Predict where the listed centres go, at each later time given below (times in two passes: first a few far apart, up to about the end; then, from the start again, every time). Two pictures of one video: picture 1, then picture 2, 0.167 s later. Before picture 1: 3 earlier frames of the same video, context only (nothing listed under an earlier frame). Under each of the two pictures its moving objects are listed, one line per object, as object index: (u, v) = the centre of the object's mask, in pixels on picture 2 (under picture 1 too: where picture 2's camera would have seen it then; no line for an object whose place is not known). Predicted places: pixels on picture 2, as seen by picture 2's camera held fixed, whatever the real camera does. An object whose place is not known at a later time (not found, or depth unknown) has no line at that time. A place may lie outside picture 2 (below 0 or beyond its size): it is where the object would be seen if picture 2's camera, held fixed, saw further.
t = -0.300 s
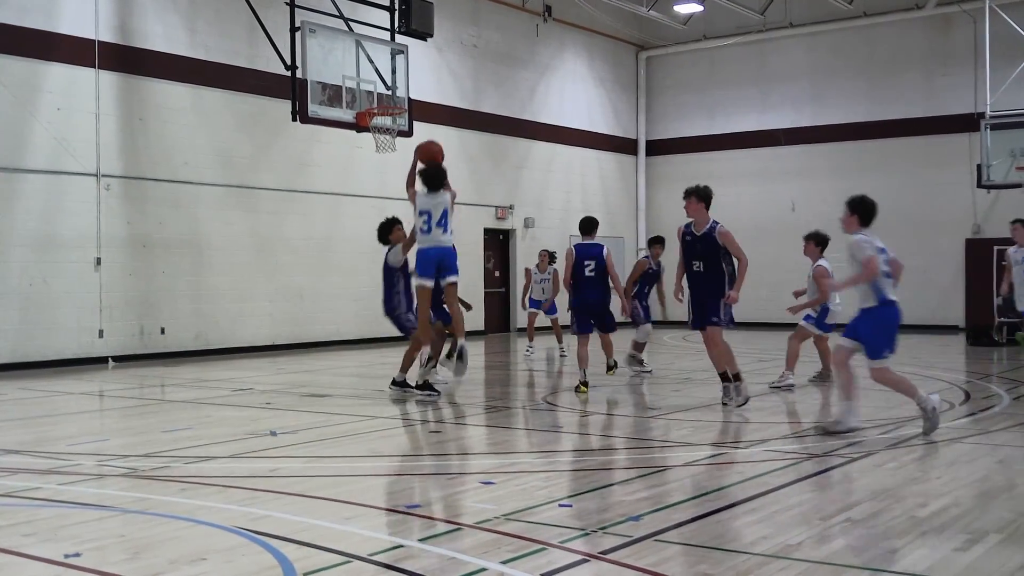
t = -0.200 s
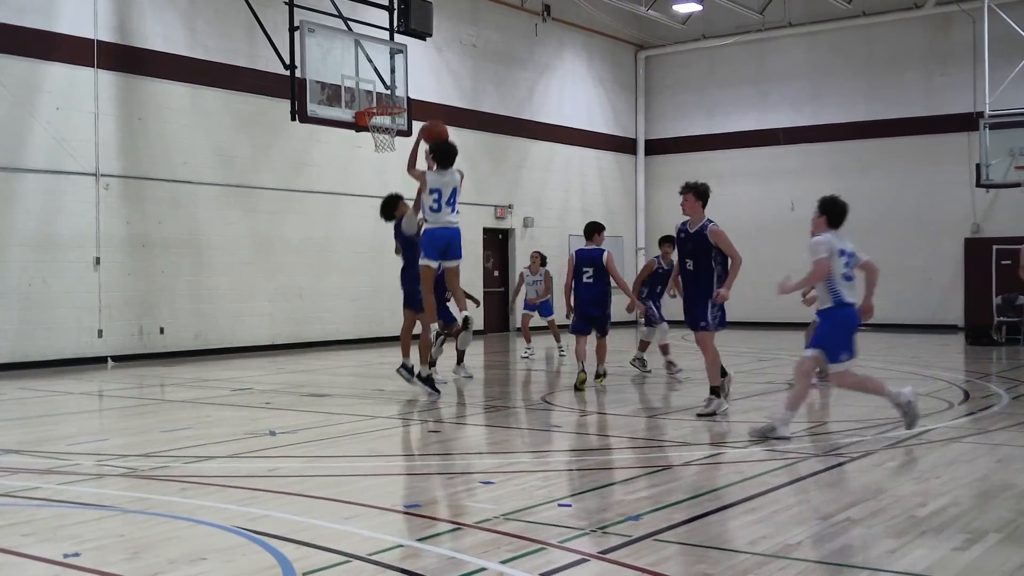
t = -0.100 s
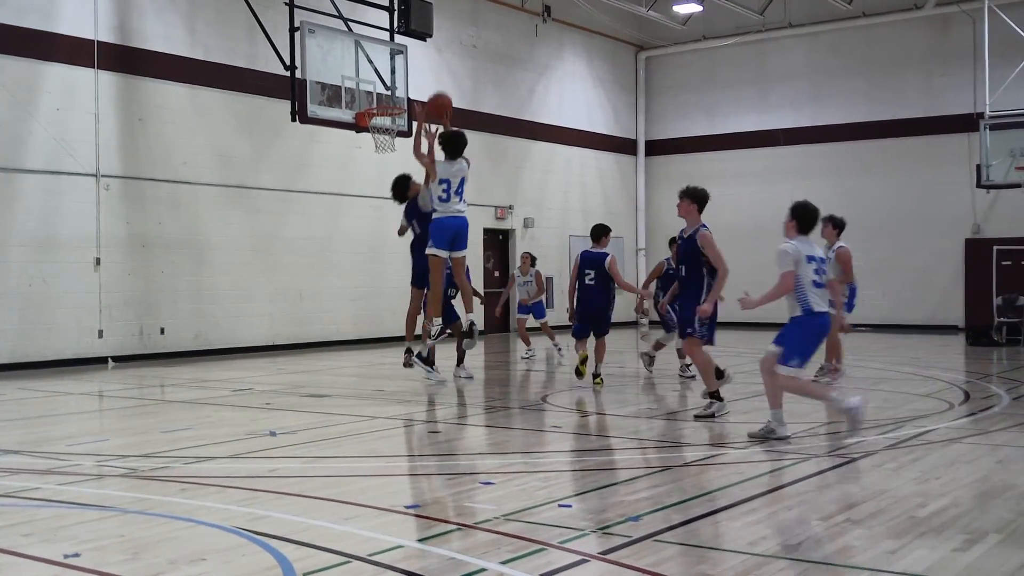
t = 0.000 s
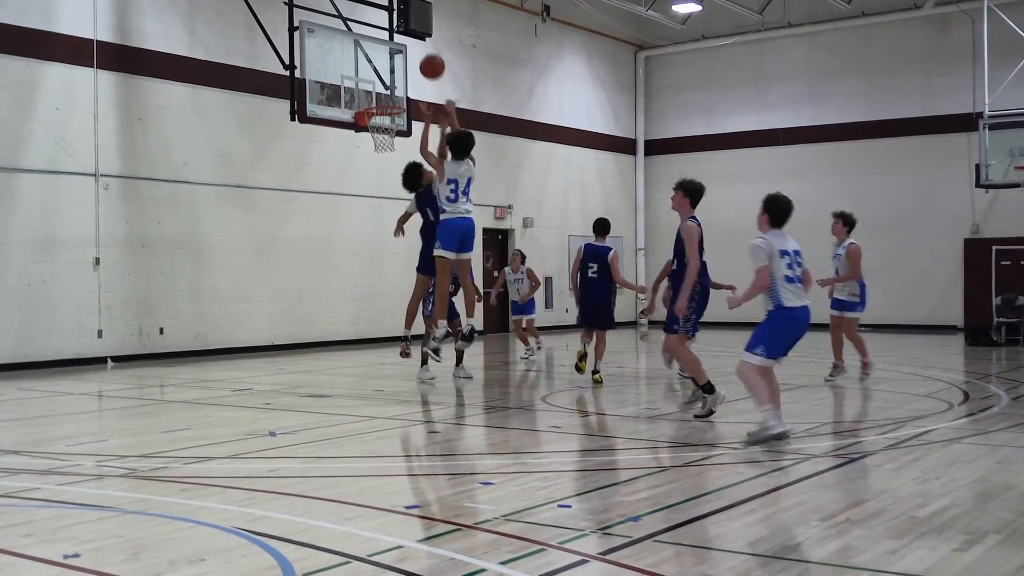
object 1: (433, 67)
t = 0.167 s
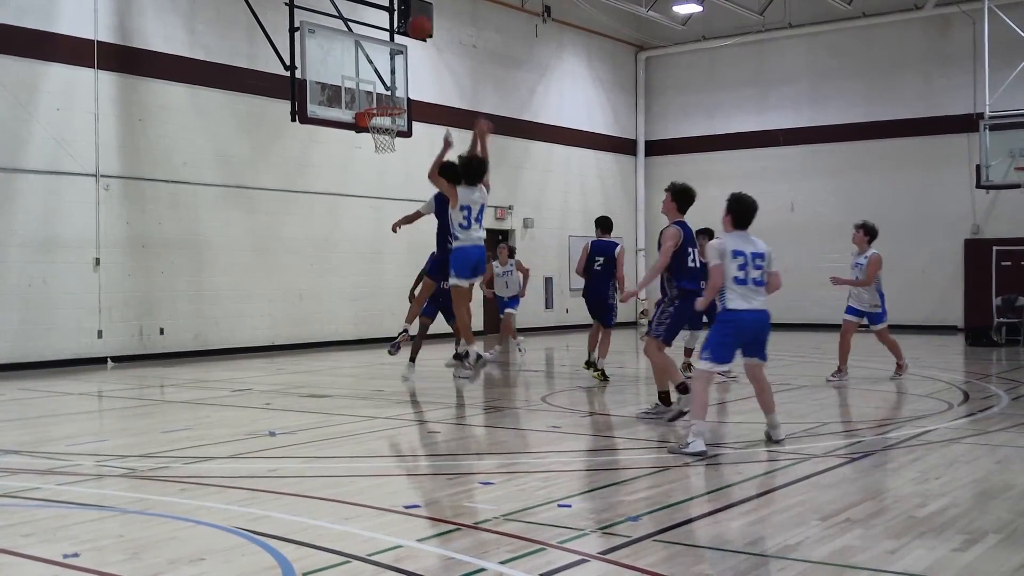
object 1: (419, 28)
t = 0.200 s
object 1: (417, 24)
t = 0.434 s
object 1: (400, 22)
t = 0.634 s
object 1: (387, 62)
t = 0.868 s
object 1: (379, 133)
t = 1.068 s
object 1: (392, 153)
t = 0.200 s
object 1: (417, 24)
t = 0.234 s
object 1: (414, 21)
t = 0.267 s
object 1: (412, 18)
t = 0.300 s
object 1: (409, 17)
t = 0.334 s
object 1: (407, 17)
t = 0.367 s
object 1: (405, 18)
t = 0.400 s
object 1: (402, 20)
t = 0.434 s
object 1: (400, 22)
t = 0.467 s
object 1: (398, 27)
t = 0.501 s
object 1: (396, 33)
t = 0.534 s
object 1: (394, 38)
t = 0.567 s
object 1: (391, 46)
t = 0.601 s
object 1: (389, 53)
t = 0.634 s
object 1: (387, 62)
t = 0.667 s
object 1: (386, 72)
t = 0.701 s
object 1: (384, 82)
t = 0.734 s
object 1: (382, 94)
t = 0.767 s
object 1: (381, 103)
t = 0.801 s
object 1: (378, 121)
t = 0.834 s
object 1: (380, 129)
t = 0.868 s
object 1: (379, 133)
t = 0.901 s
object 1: (381, 135)
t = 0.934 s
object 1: (384, 138)
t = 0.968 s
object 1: (386, 140)
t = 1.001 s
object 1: (388, 143)
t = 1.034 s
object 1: (390, 147)
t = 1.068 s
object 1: (392, 153)
